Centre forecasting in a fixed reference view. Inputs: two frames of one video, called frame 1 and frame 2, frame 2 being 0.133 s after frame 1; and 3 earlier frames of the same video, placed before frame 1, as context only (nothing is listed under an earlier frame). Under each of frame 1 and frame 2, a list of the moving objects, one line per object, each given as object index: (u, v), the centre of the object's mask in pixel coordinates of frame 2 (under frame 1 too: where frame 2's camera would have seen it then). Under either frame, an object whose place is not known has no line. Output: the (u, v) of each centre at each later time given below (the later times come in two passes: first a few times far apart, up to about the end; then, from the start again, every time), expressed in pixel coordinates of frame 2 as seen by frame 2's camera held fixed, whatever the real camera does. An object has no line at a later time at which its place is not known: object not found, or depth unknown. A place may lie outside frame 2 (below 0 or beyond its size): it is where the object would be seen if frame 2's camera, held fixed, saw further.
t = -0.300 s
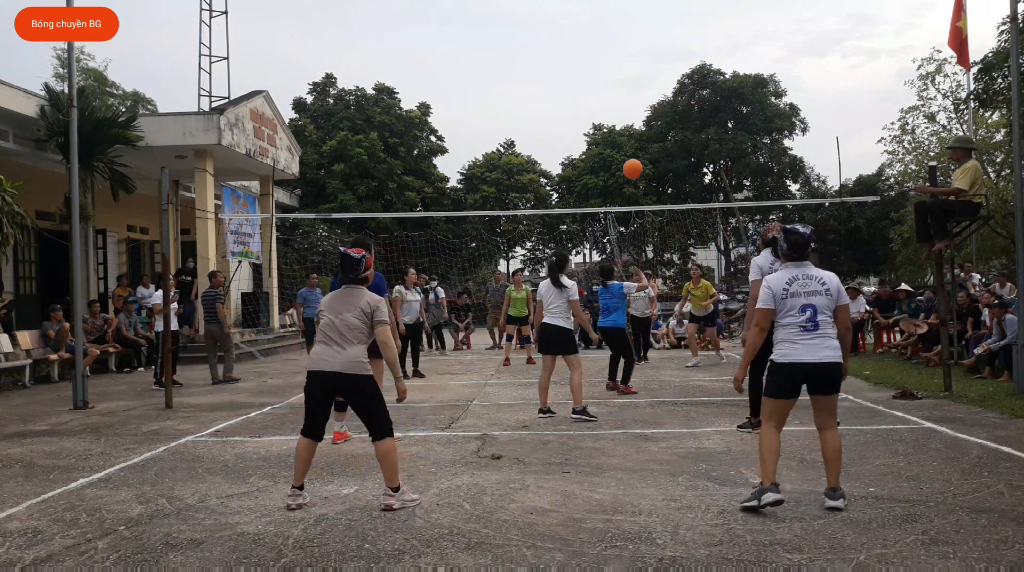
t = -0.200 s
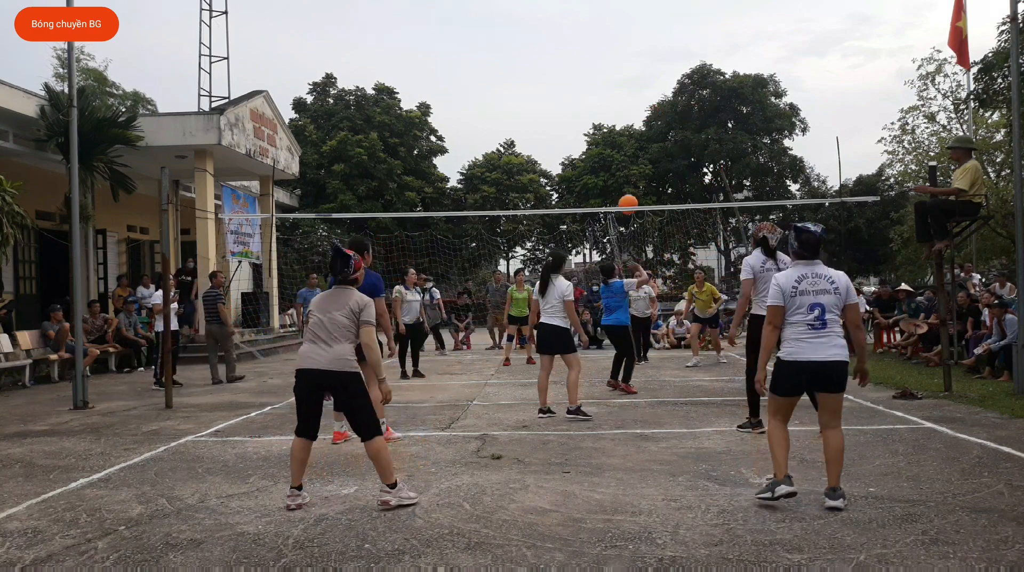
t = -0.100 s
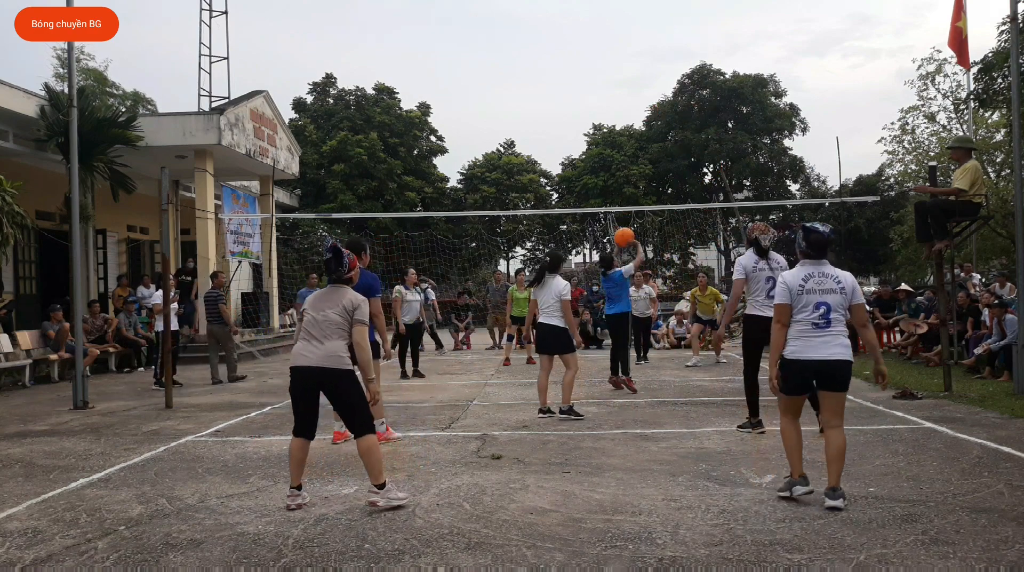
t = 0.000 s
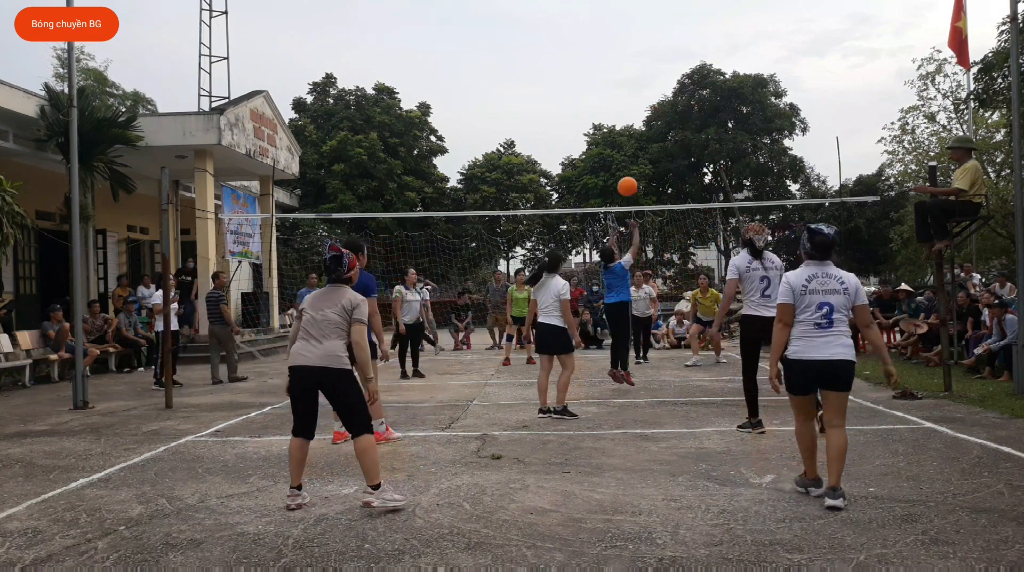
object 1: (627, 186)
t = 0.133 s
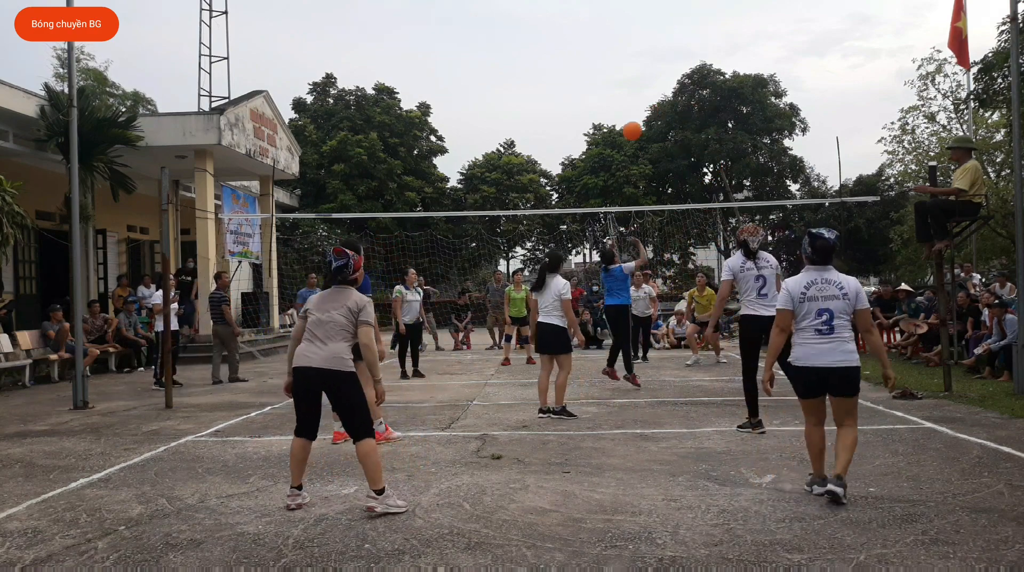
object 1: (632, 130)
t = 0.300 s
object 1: (639, 82)
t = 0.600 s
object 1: (652, 52)
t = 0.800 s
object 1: (662, 71)
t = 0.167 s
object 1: (633, 119)
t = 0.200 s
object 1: (635, 108)
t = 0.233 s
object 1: (636, 98)
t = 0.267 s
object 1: (637, 90)
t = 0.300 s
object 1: (639, 82)
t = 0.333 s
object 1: (640, 75)
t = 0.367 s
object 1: (642, 69)
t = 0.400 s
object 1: (643, 64)
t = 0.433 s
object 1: (645, 60)
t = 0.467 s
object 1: (646, 57)
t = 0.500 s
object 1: (648, 54)
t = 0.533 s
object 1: (649, 53)
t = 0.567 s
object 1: (651, 52)
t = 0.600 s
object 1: (652, 52)
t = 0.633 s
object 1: (654, 53)
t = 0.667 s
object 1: (655, 55)
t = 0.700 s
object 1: (657, 58)
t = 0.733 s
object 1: (658, 62)
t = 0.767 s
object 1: (660, 66)
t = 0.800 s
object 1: (662, 71)
